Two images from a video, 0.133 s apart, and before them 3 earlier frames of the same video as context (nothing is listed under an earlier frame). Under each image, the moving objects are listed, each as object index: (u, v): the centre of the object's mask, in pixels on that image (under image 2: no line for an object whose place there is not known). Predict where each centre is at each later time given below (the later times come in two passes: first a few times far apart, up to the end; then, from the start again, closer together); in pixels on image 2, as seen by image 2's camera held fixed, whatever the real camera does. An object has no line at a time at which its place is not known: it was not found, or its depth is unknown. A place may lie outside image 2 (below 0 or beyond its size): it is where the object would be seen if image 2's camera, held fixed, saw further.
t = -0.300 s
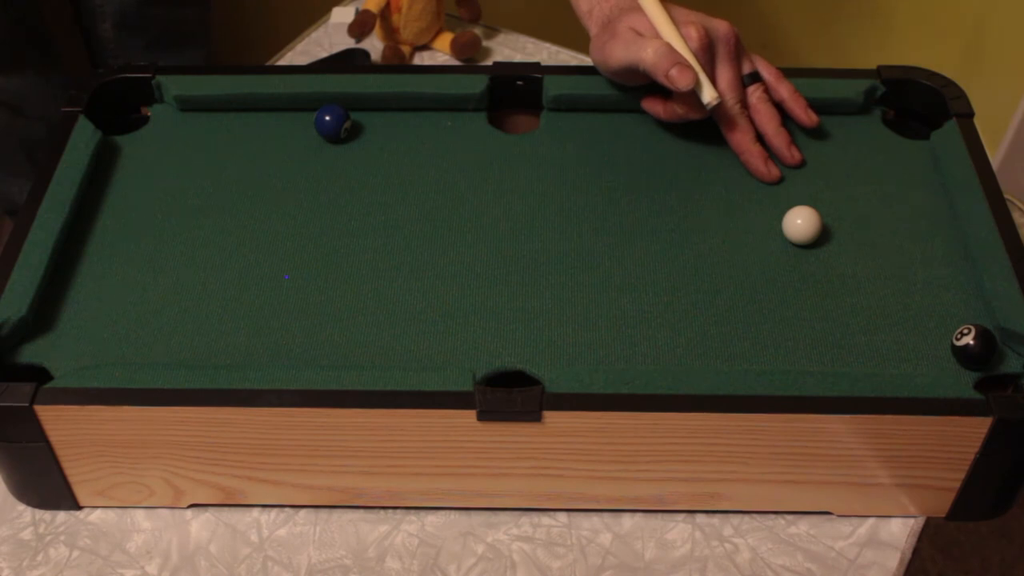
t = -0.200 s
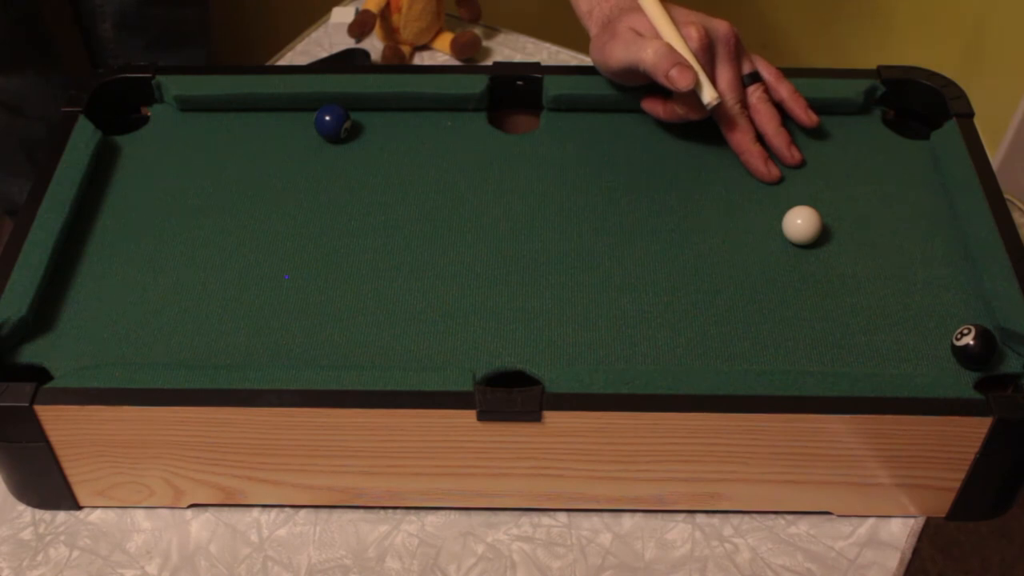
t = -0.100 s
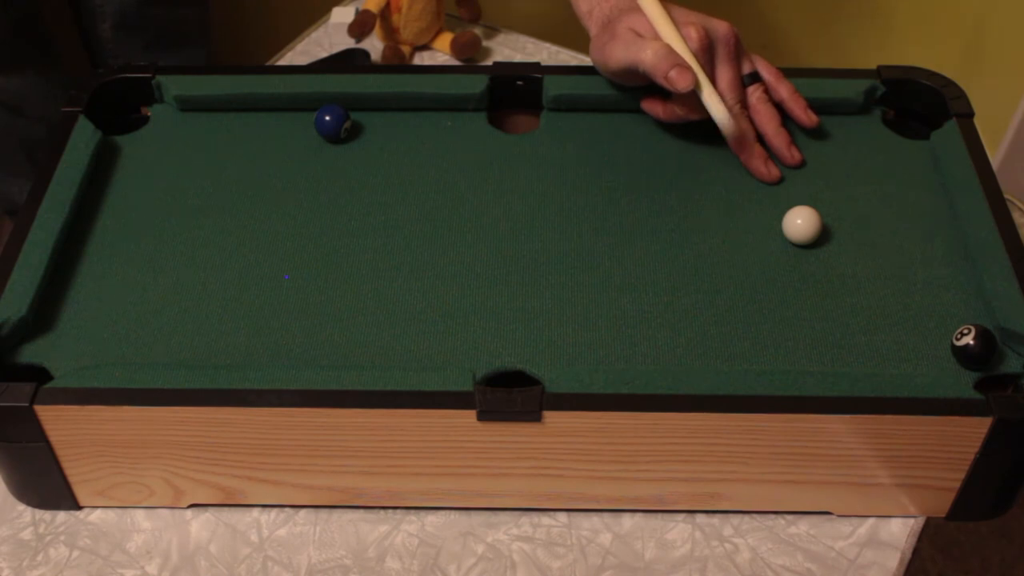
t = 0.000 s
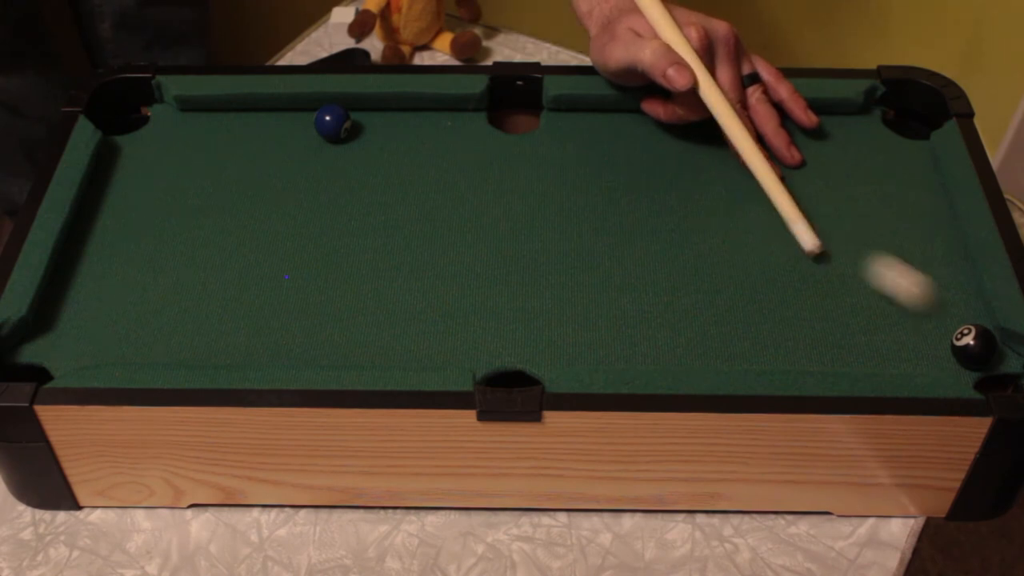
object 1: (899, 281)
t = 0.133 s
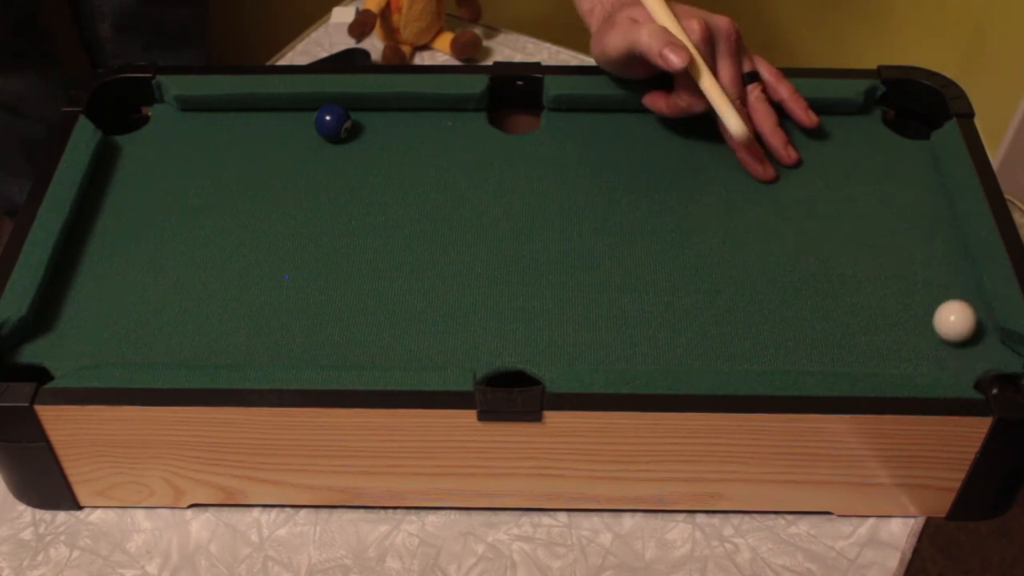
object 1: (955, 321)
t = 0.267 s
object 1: (951, 346)
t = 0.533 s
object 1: (943, 357)
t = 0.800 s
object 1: (939, 353)
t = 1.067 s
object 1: (941, 355)
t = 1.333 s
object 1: (941, 355)
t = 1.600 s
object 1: (941, 355)
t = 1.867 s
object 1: (941, 355)
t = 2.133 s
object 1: (941, 355)
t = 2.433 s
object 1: (941, 355)
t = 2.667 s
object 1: (941, 355)
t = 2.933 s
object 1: (941, 356)
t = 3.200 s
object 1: (941, 355)
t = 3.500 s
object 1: (941, 355)
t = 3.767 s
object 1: (941, 355)
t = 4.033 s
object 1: (941, 355)
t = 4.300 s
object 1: (941, 355)
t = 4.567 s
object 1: (941, 356)
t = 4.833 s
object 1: (941, 356)
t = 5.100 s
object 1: (941, 356)
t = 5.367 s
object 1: (941, 356)
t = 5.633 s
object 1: (941, 356)
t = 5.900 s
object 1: (941, 356)
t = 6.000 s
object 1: (941, 355)
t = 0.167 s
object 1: (954, 328)
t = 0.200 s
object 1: (953, 334)
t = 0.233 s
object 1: (952, 340)
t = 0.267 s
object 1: (951, 346)
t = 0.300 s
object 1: (951, 351)
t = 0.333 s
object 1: (949, 355)
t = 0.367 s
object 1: (949, 359)
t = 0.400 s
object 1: (948, 362)
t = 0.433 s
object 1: (947, 362)
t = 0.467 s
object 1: (945, 360)
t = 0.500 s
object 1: (944, 358)
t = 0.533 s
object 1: (943, 357)
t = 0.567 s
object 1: (942, 355)
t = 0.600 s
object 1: (941, 354)
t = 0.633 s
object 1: (941, 353)
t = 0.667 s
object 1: (940, 353)
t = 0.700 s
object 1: (940, 353)
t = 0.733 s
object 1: (940, 353)
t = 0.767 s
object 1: (939, 353)
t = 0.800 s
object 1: (939, 353)
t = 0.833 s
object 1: (940, 354)
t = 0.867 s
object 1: (940, 354)
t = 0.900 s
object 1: (940, 354)
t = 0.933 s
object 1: (941, 355)
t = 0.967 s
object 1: (941, 355)
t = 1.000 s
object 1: (941, 355)
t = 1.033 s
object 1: (941, 355)
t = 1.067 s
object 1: (941, 355)
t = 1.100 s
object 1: (941, 355)
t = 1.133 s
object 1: (941, 355)
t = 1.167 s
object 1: (941, 355)
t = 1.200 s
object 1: (941, 355)
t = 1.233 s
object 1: (941, 355)
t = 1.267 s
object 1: (941, 355)
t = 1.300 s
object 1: (941, 355)
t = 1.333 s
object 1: (941, 355)
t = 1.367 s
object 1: (941, 355)
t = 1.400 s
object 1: (941, 355)
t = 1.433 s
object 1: (941, 355)
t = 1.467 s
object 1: (941, 355)
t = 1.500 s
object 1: (941, 355)
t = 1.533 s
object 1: (941, 355)
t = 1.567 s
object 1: (941, 355)
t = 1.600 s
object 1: (941, 355)
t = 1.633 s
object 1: (941, 355)
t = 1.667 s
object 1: (941, 355)
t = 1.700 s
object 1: (941, 355)
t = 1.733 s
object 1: (941, 355)
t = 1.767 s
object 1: (941, 355)
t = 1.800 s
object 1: (941, 355)
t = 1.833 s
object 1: (941, 355)
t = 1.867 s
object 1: (941, 355)
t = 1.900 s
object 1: (941, 355)
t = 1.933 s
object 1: (941, 355)
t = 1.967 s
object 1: (941, 355)
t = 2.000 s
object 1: (941, 355)
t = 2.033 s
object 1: (941, 355)
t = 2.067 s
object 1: (941, 356)
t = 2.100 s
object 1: (941, 355)
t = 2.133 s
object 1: (941, 355)
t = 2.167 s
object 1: (941, 355)
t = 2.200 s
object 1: (941, 356)
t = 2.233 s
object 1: (941, 355)
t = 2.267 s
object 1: (941, 355)
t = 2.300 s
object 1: (941, 355)
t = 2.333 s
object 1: (941, 355)
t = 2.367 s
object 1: (941, 355)
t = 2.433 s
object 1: (941, 355)
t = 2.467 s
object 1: (941, 355)
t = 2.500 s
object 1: (941, 355)
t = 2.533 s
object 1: (941, 356)
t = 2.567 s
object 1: (941, 356)
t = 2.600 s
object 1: (941, 356)
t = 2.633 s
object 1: (941, 355)
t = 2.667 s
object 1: (941, 355)
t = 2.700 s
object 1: (941, 356)
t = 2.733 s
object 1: (941, 355)
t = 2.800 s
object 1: (941, 356)
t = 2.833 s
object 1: (941, 355)
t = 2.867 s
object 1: (941, 356)
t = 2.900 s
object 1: (941, 356)
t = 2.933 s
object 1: (941, 356)
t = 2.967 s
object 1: (941, 355)
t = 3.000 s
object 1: (941, 355)
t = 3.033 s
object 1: (941, 355)
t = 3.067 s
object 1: (941, 355)
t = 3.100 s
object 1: (941, 355)
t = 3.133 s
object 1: (941, 356)
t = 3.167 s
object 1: (941, 355)
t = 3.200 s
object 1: (941, 355)
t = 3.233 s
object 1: (941, 355)
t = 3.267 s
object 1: (941, 355)
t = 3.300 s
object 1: (941, 355)
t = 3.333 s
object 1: (941, 355)
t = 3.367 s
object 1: (941, 355)
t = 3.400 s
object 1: (941, 355)
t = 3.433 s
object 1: (941, 355)
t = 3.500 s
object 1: (941, 355)
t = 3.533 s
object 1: (941, 355)
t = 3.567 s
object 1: (941, 355)
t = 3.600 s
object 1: (941, 355)
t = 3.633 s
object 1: (941, 356)
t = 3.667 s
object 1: (941, 356)
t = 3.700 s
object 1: (941, 356)
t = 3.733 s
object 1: (941, 355)
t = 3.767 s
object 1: (941, 355)
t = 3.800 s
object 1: (941, 355)
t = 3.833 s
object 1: (941, 355)
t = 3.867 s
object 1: (941, 355)
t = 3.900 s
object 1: (941, 355)
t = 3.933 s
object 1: (941, 355)
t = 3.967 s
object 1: (941, 355)
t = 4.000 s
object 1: (941, 355)
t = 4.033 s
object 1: (941, 355)
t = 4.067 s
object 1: (941, 355)
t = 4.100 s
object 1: (941, 355)
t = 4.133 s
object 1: (941, 355)
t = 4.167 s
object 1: (941, 355)
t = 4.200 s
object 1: (941, 355)
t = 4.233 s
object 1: (941, 355)
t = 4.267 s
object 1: (941, 355)
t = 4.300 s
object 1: (941, 355)
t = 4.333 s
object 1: (941, 356)
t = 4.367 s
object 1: (941, 356)
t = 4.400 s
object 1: (941, 356)
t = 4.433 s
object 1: (941, 355)
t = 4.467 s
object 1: (941, 356)
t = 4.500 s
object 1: (941, 355)
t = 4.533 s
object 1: (941, 356)
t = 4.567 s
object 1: (941, 356)
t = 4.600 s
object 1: (941, 356)
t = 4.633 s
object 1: (941, 355)
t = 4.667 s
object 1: (941, 356)
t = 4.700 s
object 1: (941, 356)
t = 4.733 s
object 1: (941, 355)
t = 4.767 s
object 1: (941, 355)
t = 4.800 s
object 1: (941, 355)
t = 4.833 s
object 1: (941, 356)
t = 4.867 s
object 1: (941, 355)
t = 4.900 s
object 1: (941, 355)
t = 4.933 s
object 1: (941, 355)
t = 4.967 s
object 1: (941, 355)
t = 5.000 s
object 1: (941, 355)
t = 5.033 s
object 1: (941, 355)
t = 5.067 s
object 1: (941, 355)
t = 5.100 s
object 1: (941, 356)
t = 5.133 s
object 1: (941, 356)
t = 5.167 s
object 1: (941, 355)
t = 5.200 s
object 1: (941, 356)
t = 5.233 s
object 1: (941, 355)
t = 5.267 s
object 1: (941, 355)
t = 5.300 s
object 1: (941, 355)
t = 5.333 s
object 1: (941, 356)
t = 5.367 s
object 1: (941, 356)
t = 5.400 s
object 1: (941, 356)
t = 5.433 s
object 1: (941, 355)
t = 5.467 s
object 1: (941, 356)
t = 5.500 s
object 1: (941, 355)
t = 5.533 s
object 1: (941, 355)
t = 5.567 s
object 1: (941, 355)
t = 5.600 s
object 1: (941, 356)
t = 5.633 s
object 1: (941, 356)
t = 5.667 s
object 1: (941, 355)
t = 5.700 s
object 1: (941, 355)
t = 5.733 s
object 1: (941, 356)
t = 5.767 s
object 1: (941, 355)
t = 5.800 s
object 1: (941, 356)
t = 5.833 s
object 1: (941, 356)
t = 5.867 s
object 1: (941, 356)
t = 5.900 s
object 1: (941, 356)
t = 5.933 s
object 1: (941, 355)
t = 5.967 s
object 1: (941, 356)
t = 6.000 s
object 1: (941, 355)
